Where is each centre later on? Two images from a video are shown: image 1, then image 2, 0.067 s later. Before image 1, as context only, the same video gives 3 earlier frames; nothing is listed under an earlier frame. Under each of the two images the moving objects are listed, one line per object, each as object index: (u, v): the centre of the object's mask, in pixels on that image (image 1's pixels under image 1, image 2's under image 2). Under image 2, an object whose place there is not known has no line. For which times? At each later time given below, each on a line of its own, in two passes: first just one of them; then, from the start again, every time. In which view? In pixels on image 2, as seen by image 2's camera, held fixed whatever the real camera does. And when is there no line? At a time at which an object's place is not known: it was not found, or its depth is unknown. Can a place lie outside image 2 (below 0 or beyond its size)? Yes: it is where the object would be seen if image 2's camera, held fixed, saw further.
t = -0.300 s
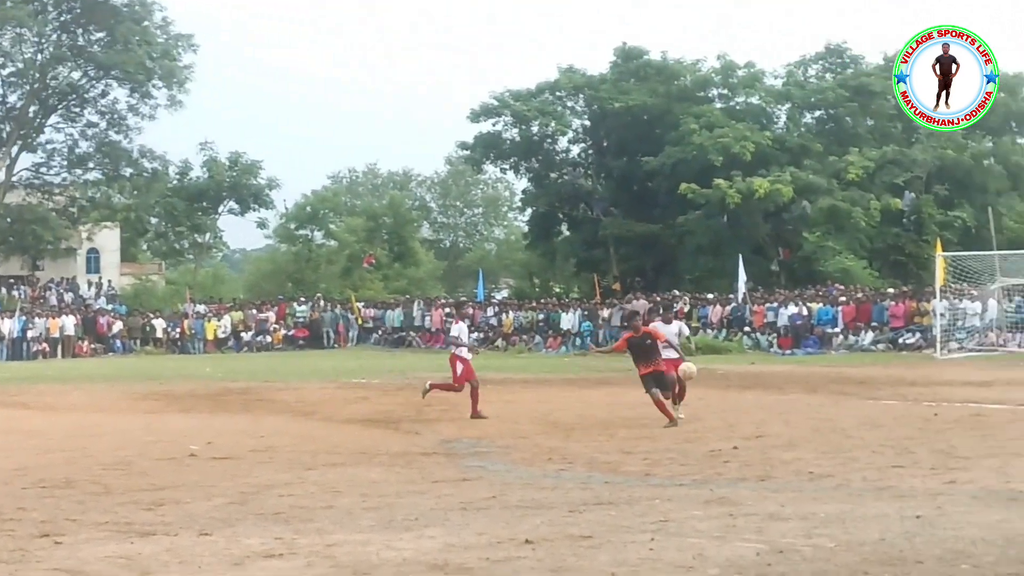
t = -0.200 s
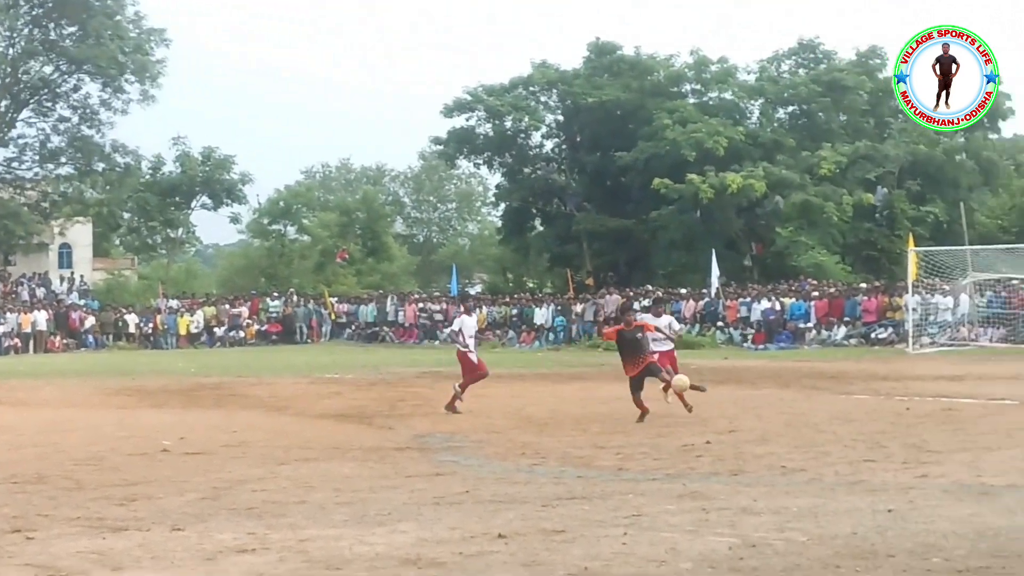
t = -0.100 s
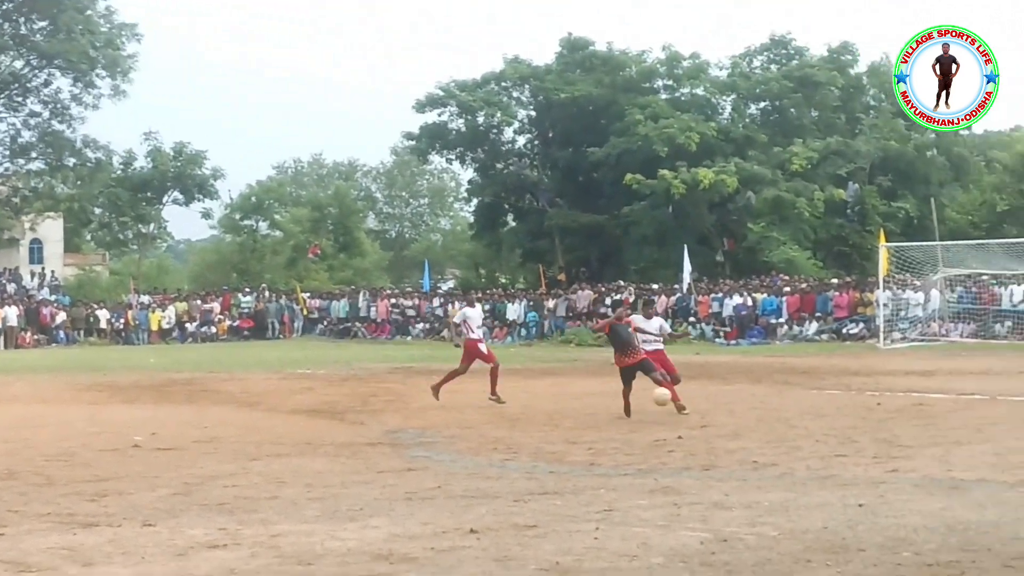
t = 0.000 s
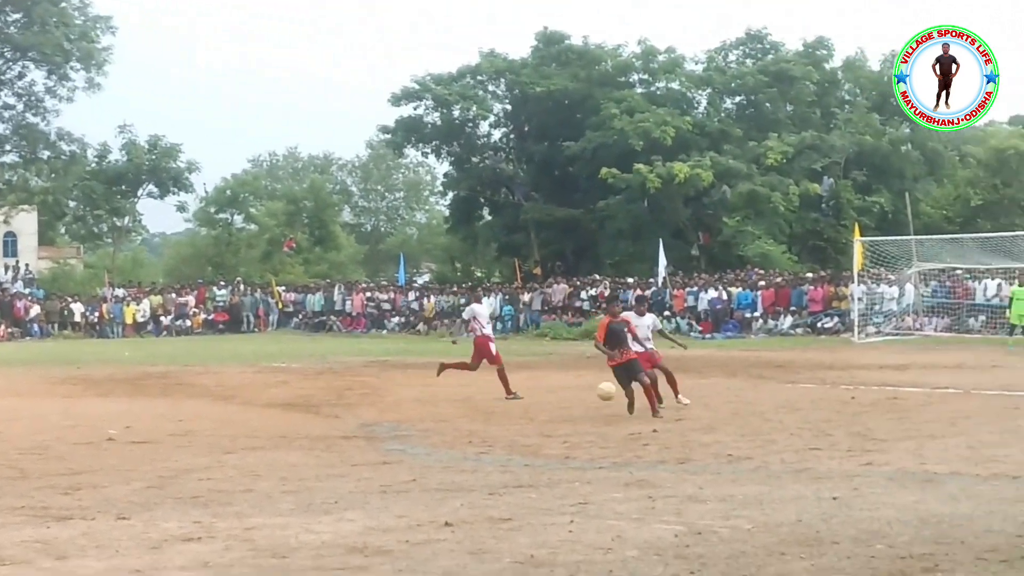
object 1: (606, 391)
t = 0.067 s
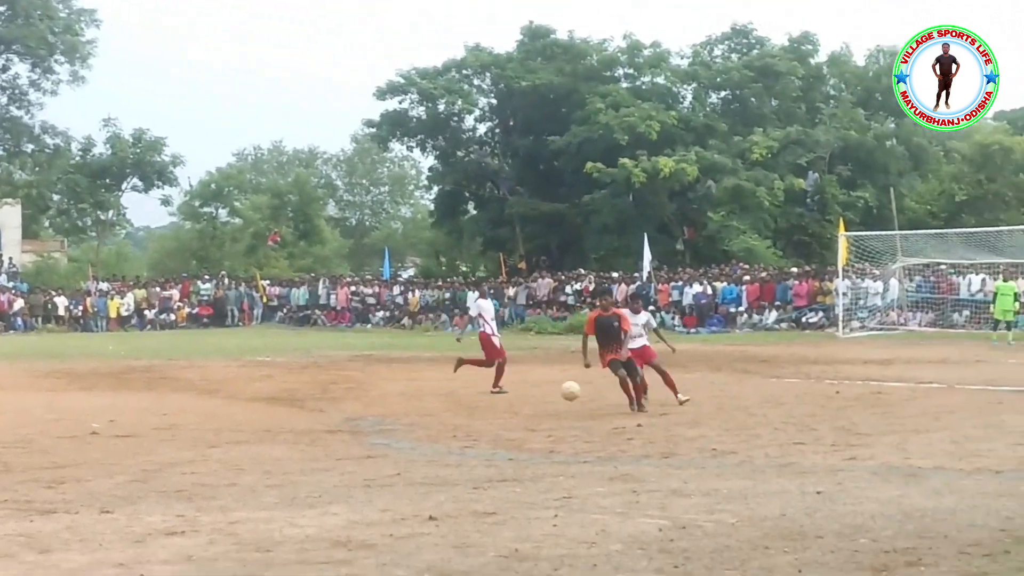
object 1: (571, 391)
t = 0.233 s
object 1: (516, 414)
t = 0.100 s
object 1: (559, 395)
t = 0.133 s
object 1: (547, 400)
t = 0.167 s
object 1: (537, 406)
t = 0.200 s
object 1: (525, 414)
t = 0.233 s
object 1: (516, 414)
